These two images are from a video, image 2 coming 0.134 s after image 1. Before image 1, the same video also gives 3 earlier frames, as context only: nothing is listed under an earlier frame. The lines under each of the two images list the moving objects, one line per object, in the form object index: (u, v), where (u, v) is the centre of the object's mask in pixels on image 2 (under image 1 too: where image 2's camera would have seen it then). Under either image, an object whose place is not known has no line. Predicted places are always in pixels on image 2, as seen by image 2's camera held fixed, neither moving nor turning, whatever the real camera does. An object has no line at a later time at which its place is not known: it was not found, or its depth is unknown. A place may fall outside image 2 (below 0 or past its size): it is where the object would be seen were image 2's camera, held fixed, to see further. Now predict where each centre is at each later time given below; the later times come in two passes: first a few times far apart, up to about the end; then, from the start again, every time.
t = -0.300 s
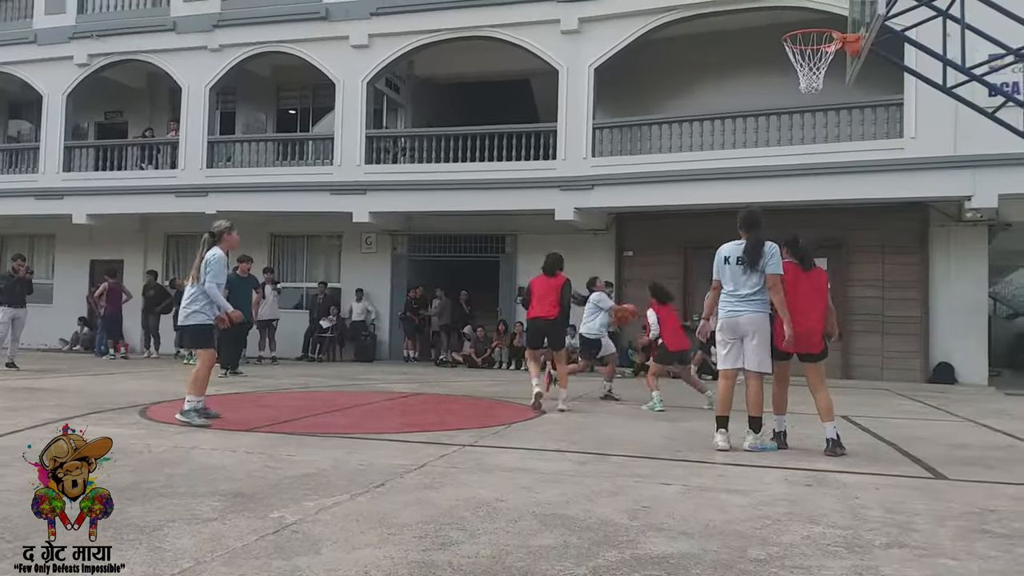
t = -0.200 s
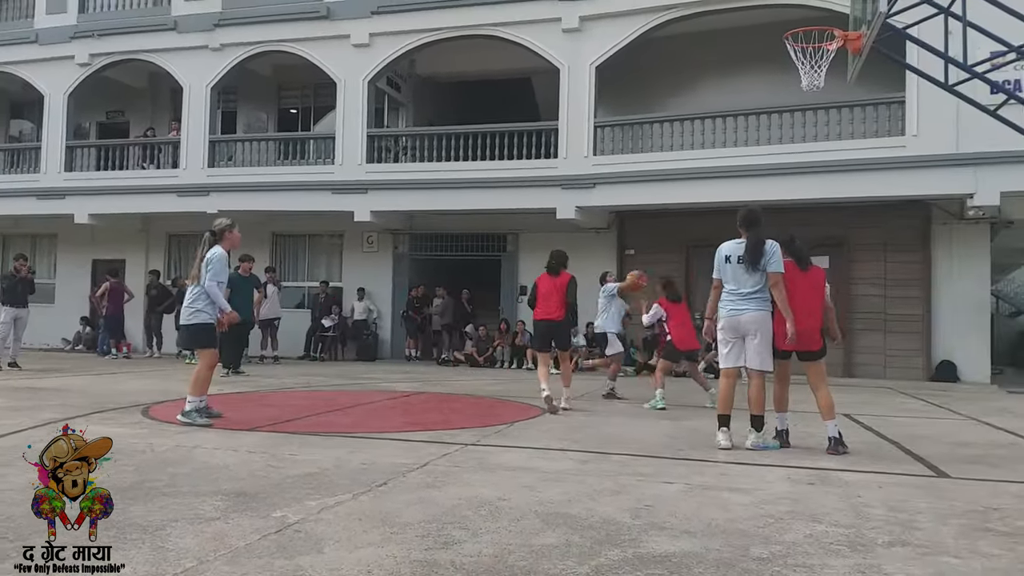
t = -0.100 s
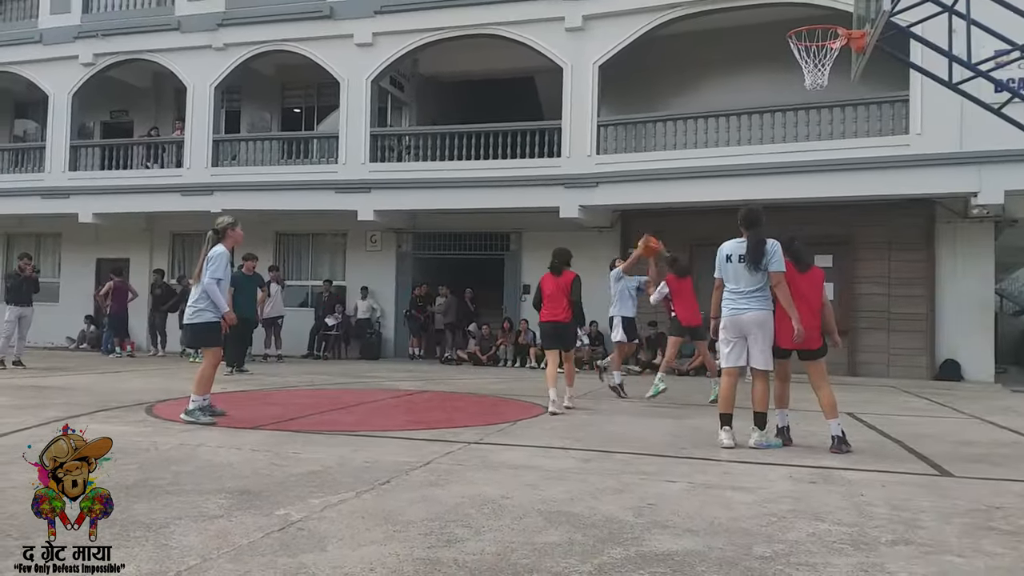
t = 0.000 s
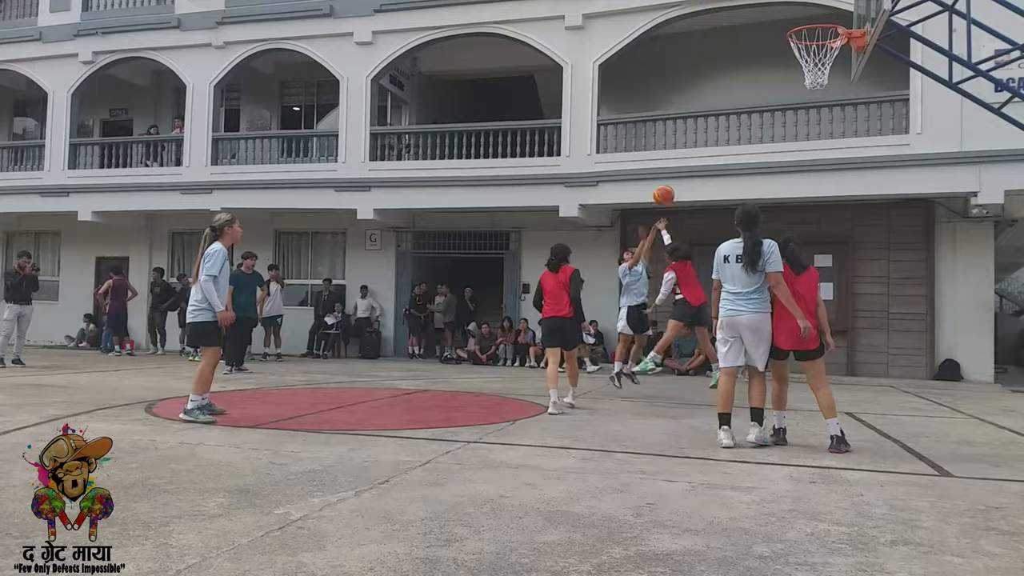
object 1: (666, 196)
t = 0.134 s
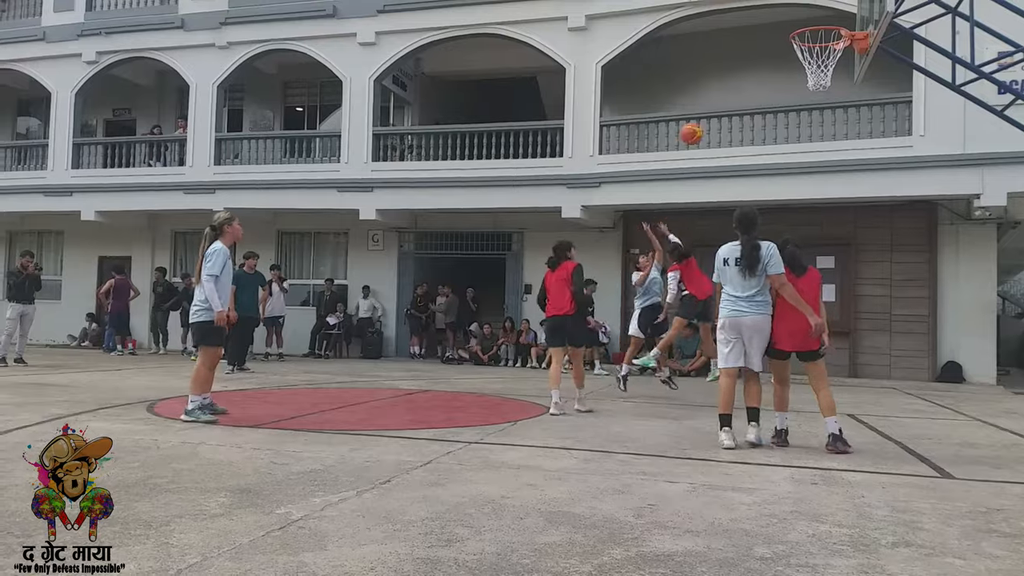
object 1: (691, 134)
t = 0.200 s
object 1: (705, 105)
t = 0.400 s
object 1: (749, 38)
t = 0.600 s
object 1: (797, 1)
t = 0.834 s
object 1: (849, 8)
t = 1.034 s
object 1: (817, -10)
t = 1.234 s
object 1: (784, 5)
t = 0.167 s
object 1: (698, 119)
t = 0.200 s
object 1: (705, 105)
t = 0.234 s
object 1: (711, 93)
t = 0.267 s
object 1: (718, 80)
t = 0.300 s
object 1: (726, 68)
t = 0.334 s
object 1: (734, 58)
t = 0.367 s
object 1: (741, 48)
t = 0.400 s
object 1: (749, 38)
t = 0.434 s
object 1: (756, 29)
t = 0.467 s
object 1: (764, 20)
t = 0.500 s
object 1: (772, 15)
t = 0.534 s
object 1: (780, 8)
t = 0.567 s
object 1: (789, 4)
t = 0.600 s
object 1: (797, 1)
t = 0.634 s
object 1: (807, -2)
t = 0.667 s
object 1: (816, -3)
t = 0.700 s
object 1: (827, -3)
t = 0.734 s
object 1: (836, -3)
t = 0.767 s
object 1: (847, 0)
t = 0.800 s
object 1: (856, 3)
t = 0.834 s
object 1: (849, 8)
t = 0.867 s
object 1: (842, 13)
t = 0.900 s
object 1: (837, 6)
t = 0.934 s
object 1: (833, 0)
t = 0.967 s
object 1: (827, -5)
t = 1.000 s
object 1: (822, -8)
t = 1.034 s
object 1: (817, -10)
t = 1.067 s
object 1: (811, -9)
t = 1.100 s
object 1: (806, -9)
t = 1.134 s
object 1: (801, -7)
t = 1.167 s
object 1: (794, -4)
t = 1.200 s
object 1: (789, 0)
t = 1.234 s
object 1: (784, 5)
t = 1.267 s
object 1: (779, 12)
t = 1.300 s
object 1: (774, 21)
